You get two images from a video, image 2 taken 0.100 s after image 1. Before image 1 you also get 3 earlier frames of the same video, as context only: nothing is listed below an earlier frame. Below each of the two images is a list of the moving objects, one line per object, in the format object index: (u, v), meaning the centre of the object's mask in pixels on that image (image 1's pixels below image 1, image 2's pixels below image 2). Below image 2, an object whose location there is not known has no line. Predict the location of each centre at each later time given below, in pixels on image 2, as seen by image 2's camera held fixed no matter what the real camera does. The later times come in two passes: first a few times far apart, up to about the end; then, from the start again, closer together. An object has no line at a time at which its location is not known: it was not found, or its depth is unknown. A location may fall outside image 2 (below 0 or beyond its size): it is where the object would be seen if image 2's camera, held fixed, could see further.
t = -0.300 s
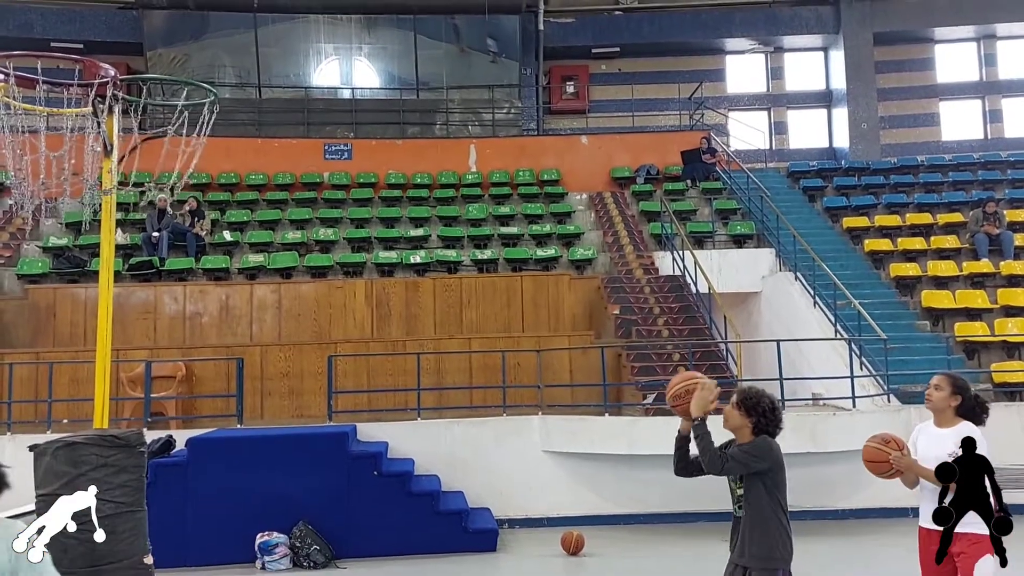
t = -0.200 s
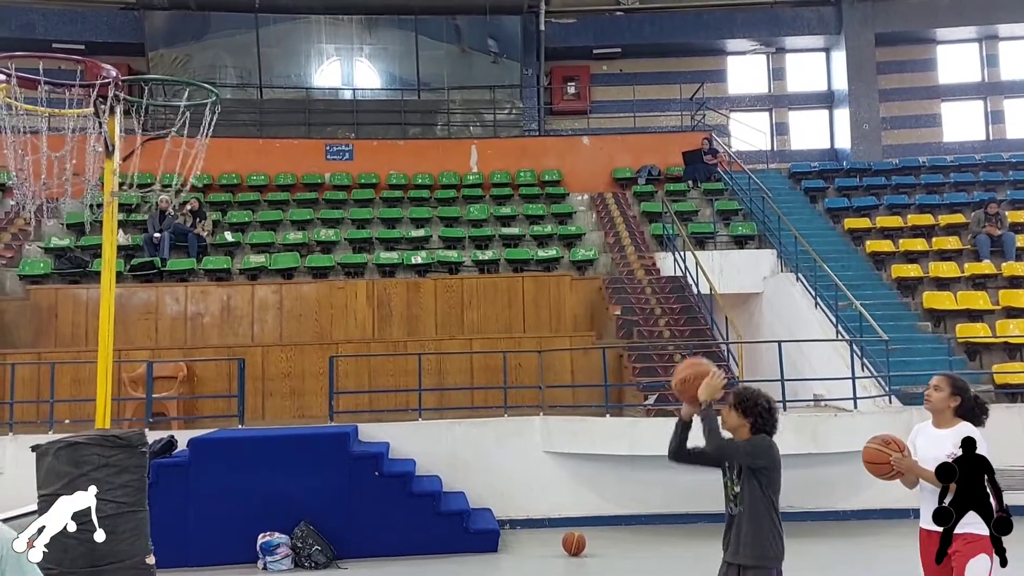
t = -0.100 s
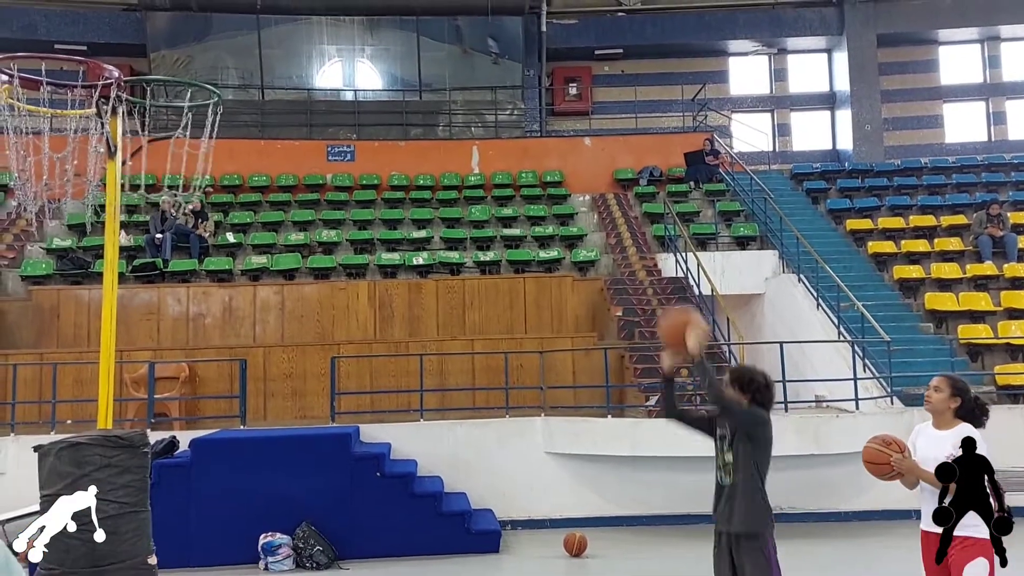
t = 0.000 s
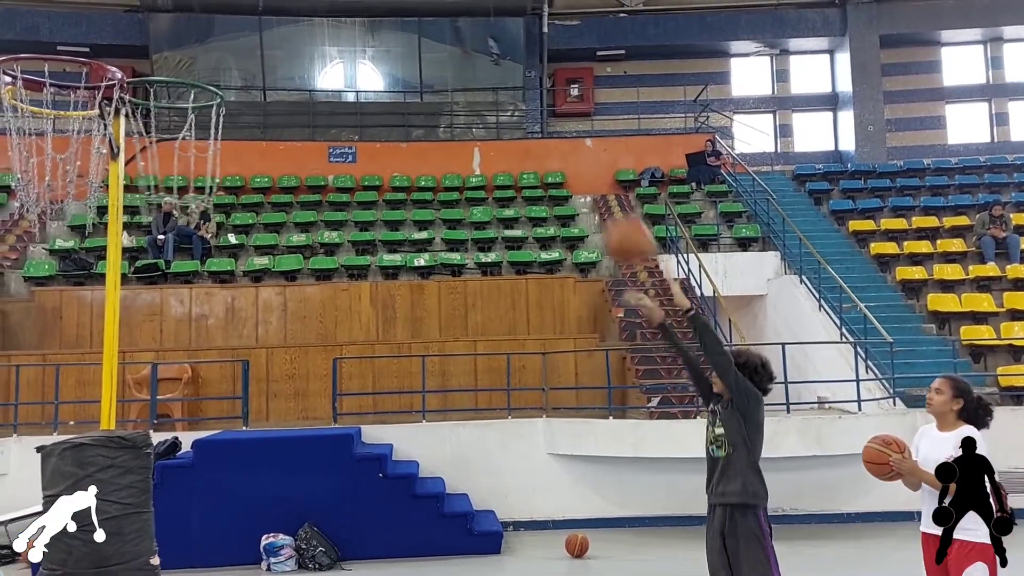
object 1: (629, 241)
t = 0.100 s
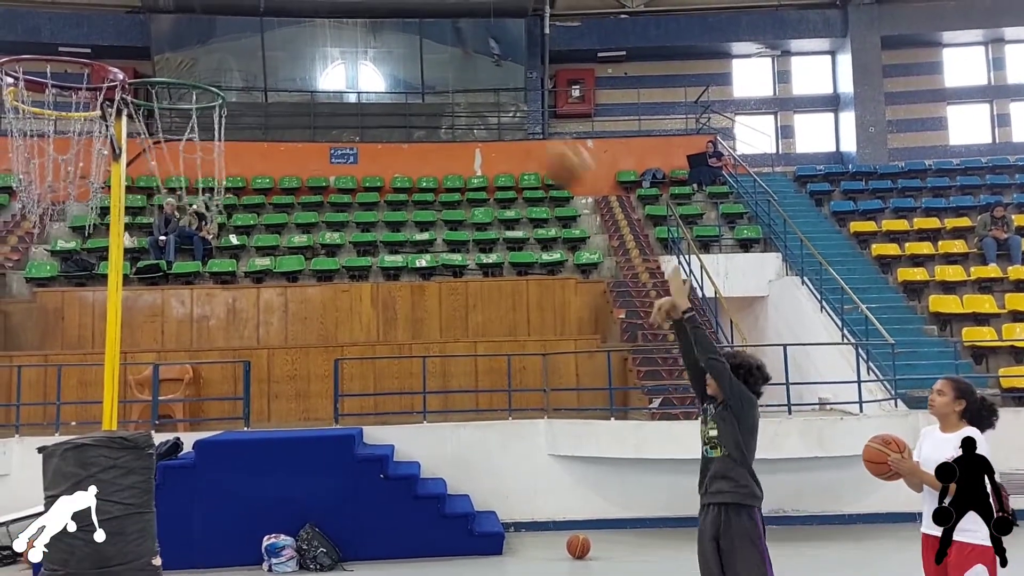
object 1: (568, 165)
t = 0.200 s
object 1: (504, 104)
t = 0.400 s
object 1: (383, 40)
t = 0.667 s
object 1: (221, 71)
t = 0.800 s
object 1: (173, 86)
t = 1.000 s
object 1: (154, 89)
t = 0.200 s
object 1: (504, 104)
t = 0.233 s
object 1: (485, 88)
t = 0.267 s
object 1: (465, 75)
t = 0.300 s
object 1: (444, 62)
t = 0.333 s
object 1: (424, 53)
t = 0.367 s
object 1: (404, 46)
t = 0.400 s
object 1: (383, 40)
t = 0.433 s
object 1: (363, 36)
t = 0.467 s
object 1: (342, 35)
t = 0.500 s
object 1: (321, 37)
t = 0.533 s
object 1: (301, 40)
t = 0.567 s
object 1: (280, 45)
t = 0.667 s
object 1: (221, 71)
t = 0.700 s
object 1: (208, 71)
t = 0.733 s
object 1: (196, 76)
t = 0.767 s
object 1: (183, 81)
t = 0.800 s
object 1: (173, 86)
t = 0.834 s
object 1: (160, 93)
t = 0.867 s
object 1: (155, 90)
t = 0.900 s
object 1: (151, 88)
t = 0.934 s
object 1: (147, 88)
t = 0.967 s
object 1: (147, 88)
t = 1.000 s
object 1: (154, 89)
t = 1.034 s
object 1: (163, 94)
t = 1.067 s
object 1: (172, 98)
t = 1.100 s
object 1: (181, 107)
